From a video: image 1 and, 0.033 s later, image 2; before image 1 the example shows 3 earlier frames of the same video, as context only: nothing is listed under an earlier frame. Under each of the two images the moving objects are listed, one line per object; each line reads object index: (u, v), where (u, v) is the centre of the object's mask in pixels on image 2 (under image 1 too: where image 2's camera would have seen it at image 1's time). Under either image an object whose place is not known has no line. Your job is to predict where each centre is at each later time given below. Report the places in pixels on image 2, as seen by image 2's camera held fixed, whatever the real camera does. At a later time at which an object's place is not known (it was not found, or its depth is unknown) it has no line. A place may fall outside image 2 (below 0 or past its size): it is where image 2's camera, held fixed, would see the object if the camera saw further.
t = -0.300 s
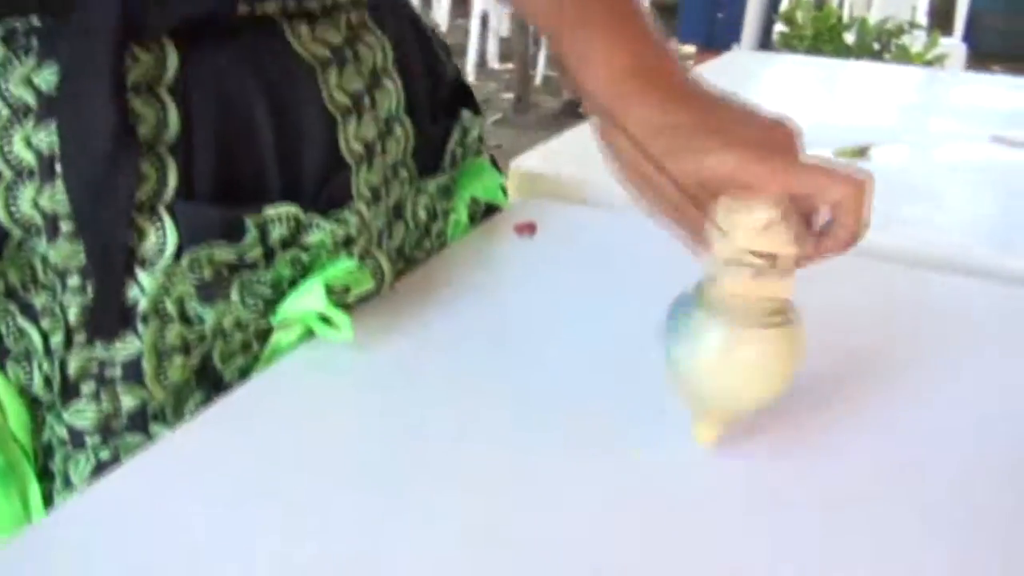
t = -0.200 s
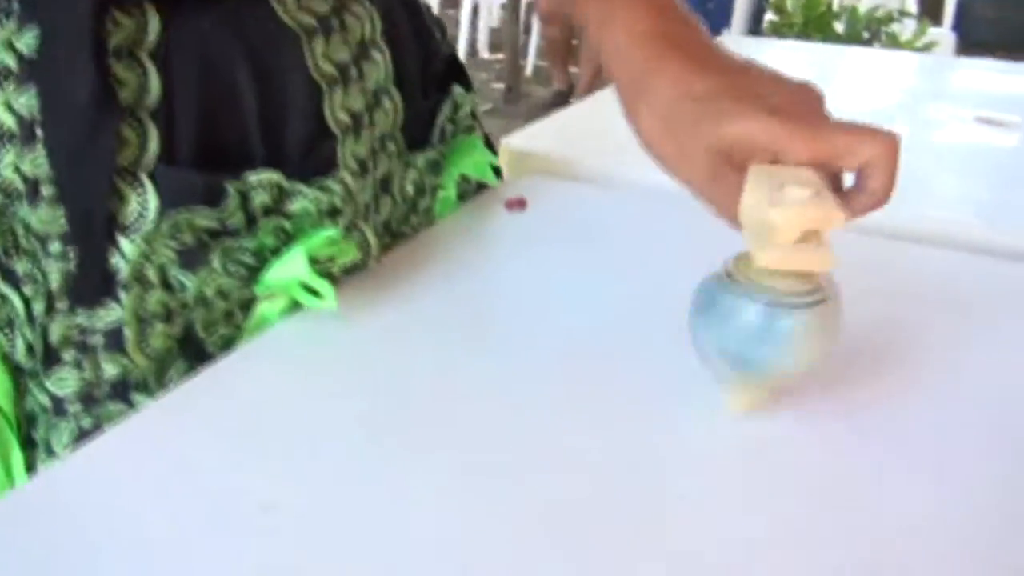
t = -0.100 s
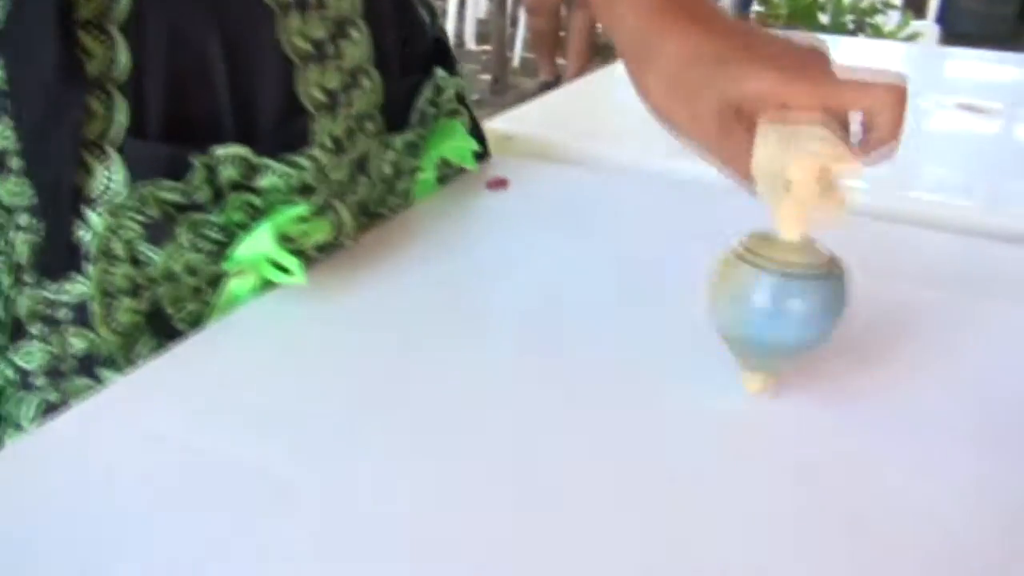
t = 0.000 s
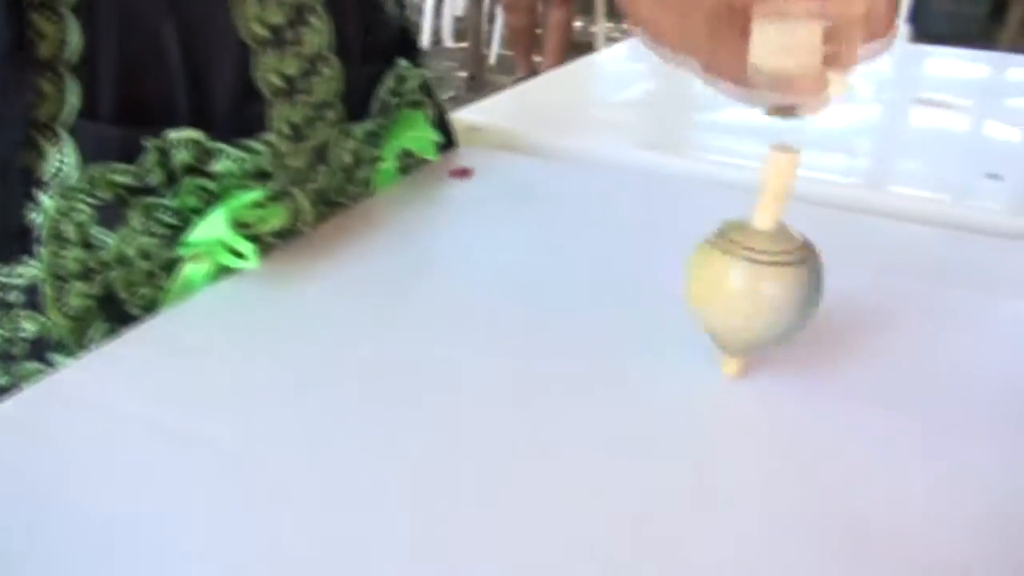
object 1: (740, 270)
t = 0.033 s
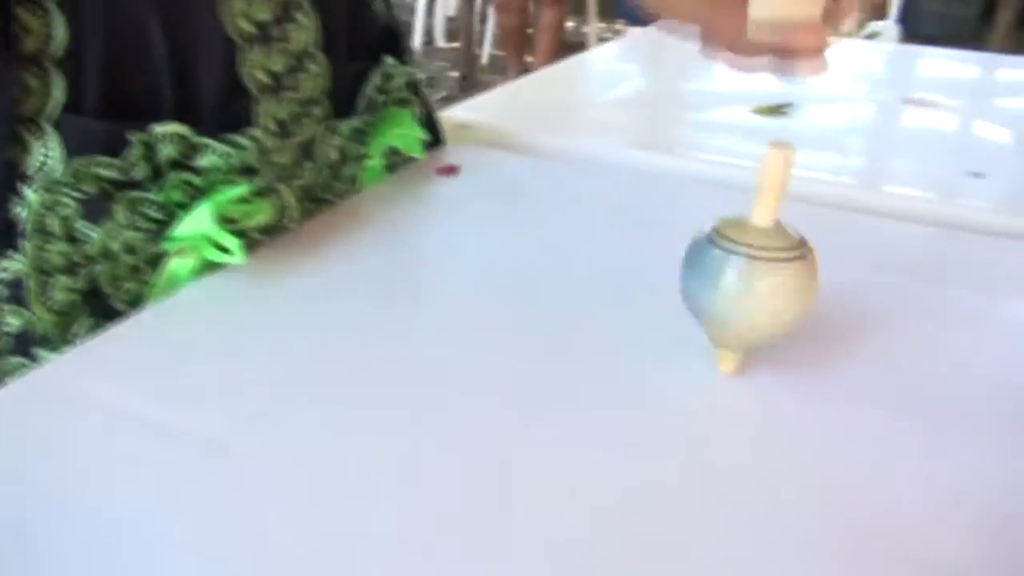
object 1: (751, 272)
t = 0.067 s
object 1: (764, 270)
